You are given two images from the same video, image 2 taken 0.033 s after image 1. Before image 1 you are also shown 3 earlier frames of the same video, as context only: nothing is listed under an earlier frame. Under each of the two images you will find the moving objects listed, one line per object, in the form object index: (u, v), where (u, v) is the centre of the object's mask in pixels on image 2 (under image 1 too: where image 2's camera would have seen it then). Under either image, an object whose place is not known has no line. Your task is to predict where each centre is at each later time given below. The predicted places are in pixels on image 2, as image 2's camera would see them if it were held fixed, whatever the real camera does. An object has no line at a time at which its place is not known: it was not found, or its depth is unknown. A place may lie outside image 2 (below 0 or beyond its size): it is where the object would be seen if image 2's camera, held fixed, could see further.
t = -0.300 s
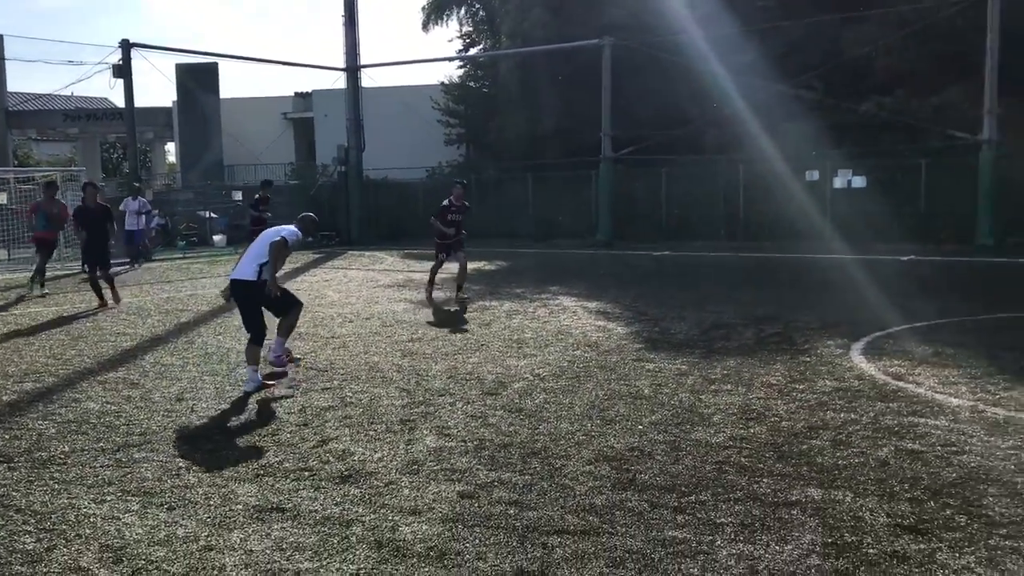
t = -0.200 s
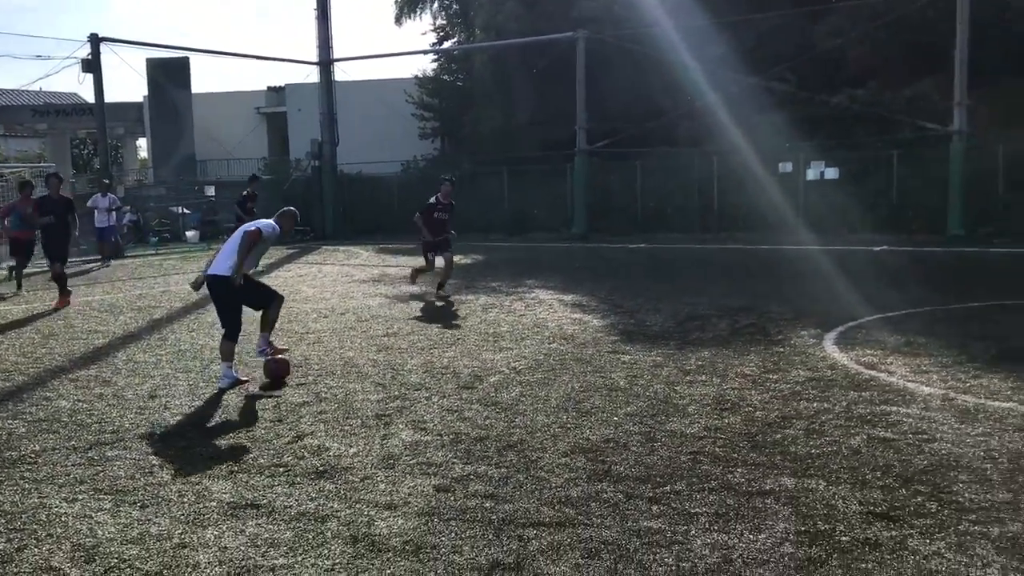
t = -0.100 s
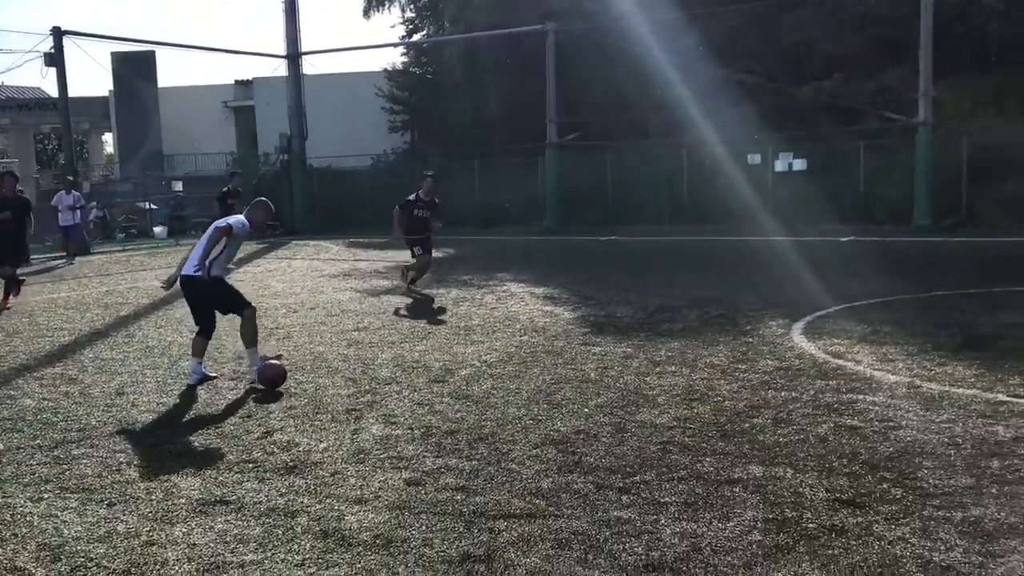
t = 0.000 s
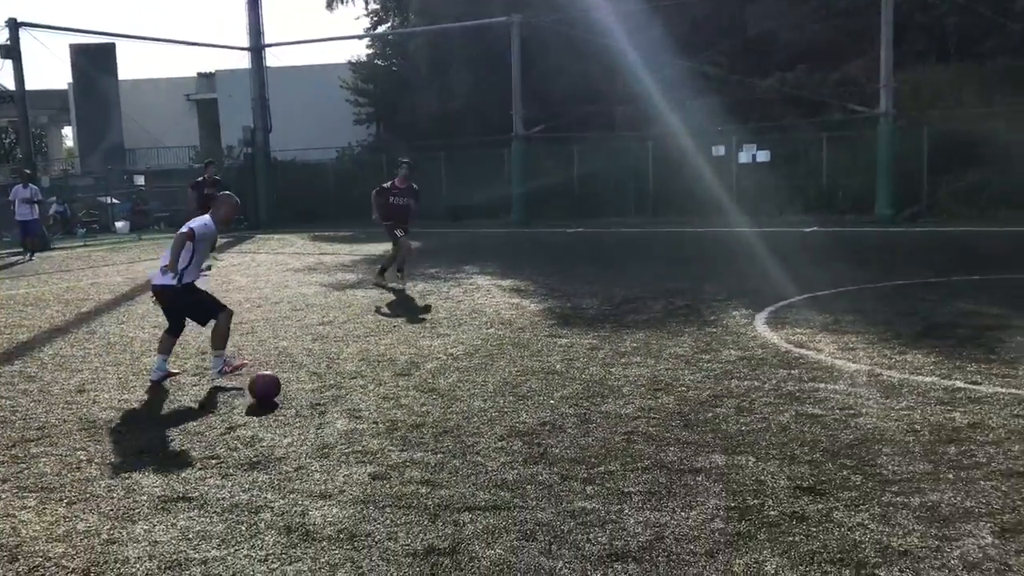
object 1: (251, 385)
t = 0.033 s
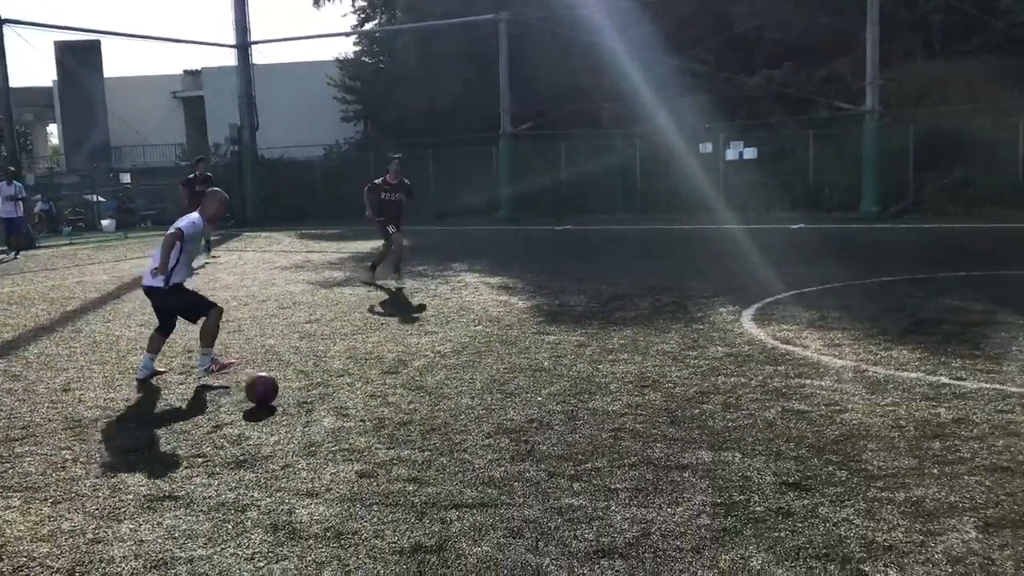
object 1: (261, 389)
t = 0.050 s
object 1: (267, 392)
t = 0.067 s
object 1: (272, 395)
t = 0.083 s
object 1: (278, 399)
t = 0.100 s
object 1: (284, 402)
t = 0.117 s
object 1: (289, 404)
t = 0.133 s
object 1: (295, 406)
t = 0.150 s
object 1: (301, 409)
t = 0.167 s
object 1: (308, 413)
